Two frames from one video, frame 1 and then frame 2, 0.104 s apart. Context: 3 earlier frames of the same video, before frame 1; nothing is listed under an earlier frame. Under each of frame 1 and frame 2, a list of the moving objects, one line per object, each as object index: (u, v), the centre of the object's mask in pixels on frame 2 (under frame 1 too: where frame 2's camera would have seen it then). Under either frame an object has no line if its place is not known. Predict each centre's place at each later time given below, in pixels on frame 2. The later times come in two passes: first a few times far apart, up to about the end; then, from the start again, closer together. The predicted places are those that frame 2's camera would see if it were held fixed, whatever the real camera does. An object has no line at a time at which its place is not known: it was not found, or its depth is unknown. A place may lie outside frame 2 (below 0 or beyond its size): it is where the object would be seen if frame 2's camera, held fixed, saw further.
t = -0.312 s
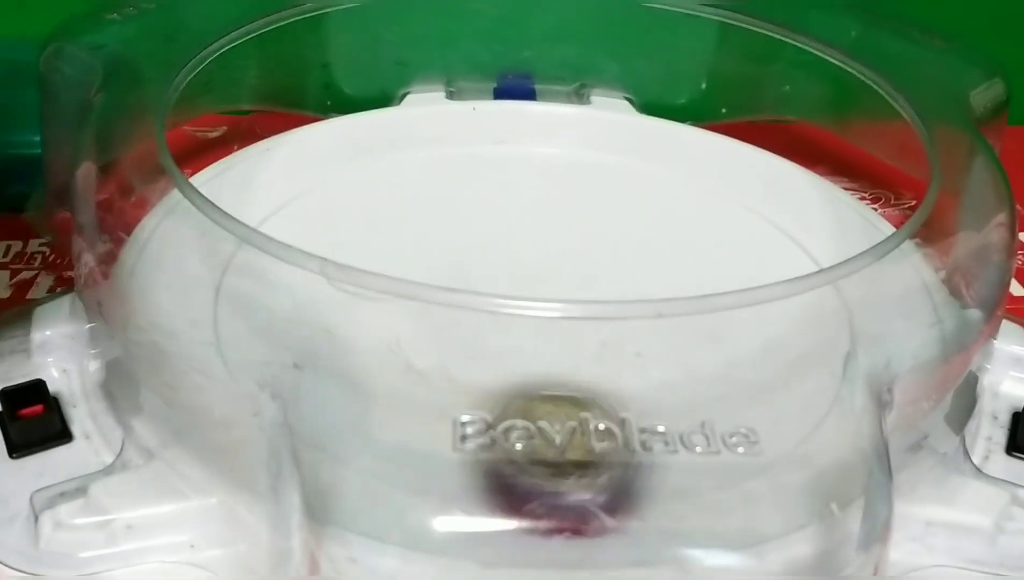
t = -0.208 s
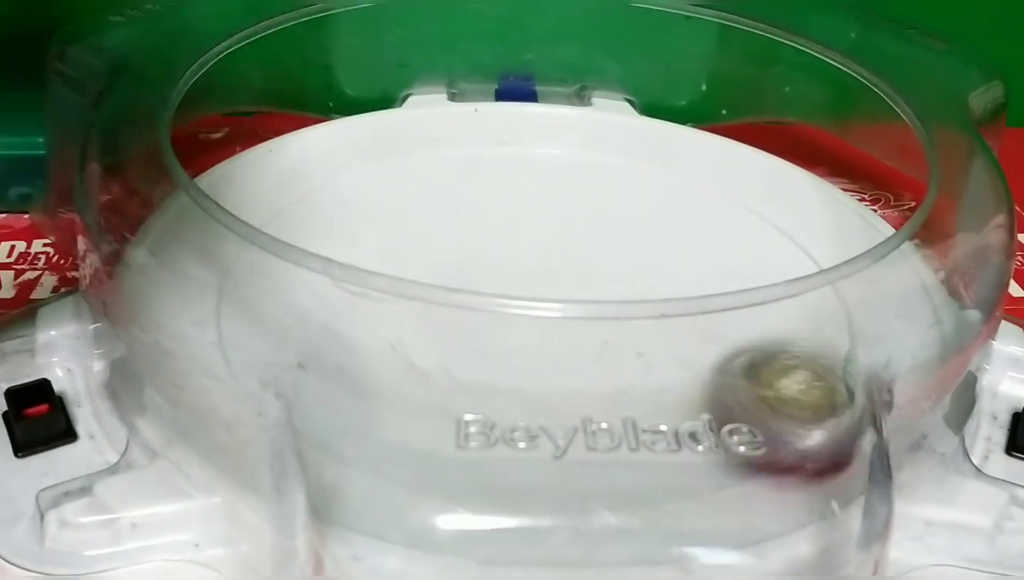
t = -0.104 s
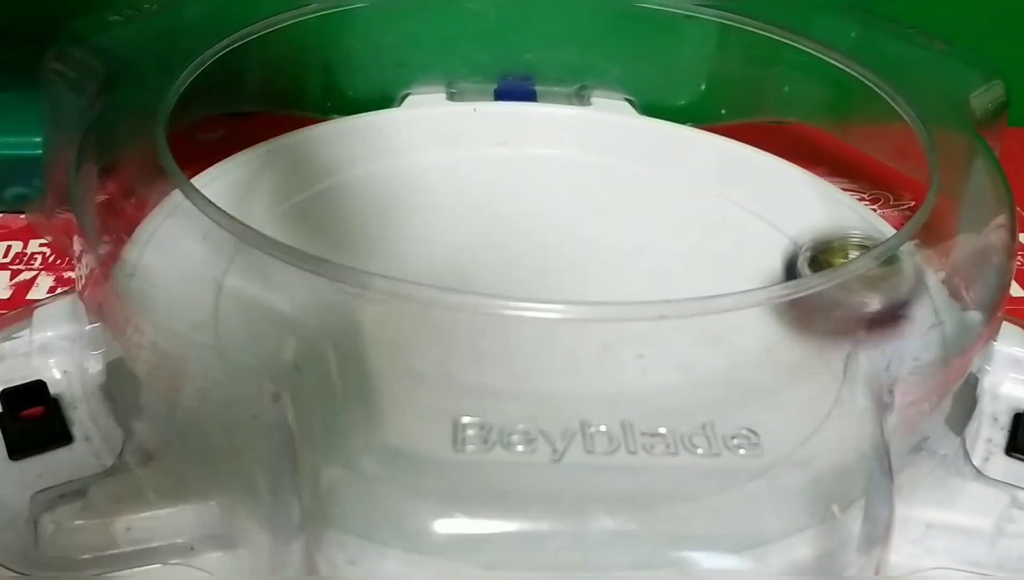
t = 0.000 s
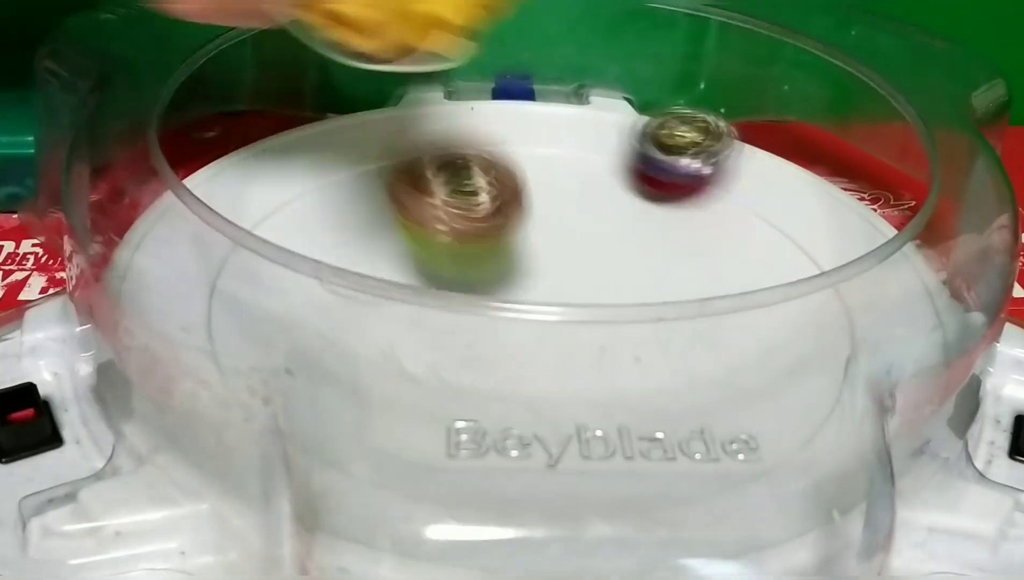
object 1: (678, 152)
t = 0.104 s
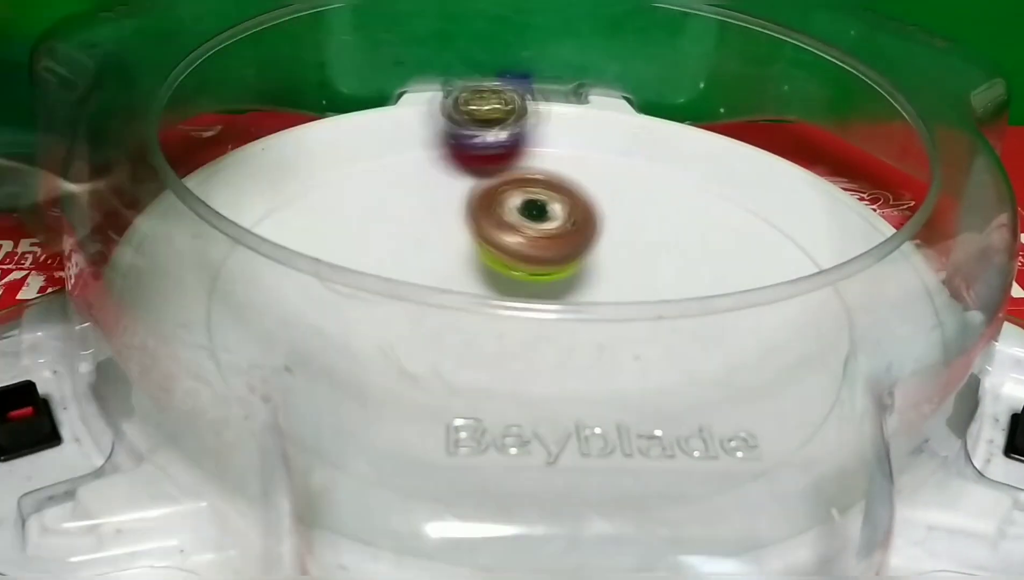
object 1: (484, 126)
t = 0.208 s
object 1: (307, 161)
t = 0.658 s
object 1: (817, 242)
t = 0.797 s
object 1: (635, 140)
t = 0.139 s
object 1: (423, 130)
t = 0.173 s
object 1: (362, 142)
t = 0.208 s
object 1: (307, 161)
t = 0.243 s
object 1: (261, 185)
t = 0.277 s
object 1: (221, 233)
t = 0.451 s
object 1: (484, 457)
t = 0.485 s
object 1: (609, 460)
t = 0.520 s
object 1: (716, 439)
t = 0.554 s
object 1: (790, 399)
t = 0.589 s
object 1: (837, 352)
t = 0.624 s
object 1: (853, 312)
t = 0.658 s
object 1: (817, 242)
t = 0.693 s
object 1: (793, 216)
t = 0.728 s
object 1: (747, 182)
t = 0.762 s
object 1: (694, 158)
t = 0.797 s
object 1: (635, 140)
